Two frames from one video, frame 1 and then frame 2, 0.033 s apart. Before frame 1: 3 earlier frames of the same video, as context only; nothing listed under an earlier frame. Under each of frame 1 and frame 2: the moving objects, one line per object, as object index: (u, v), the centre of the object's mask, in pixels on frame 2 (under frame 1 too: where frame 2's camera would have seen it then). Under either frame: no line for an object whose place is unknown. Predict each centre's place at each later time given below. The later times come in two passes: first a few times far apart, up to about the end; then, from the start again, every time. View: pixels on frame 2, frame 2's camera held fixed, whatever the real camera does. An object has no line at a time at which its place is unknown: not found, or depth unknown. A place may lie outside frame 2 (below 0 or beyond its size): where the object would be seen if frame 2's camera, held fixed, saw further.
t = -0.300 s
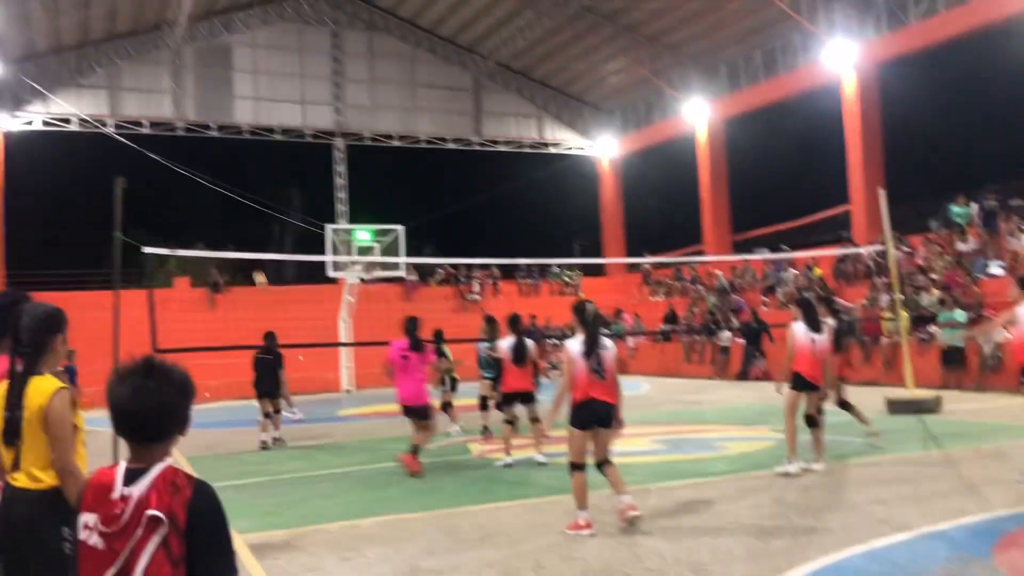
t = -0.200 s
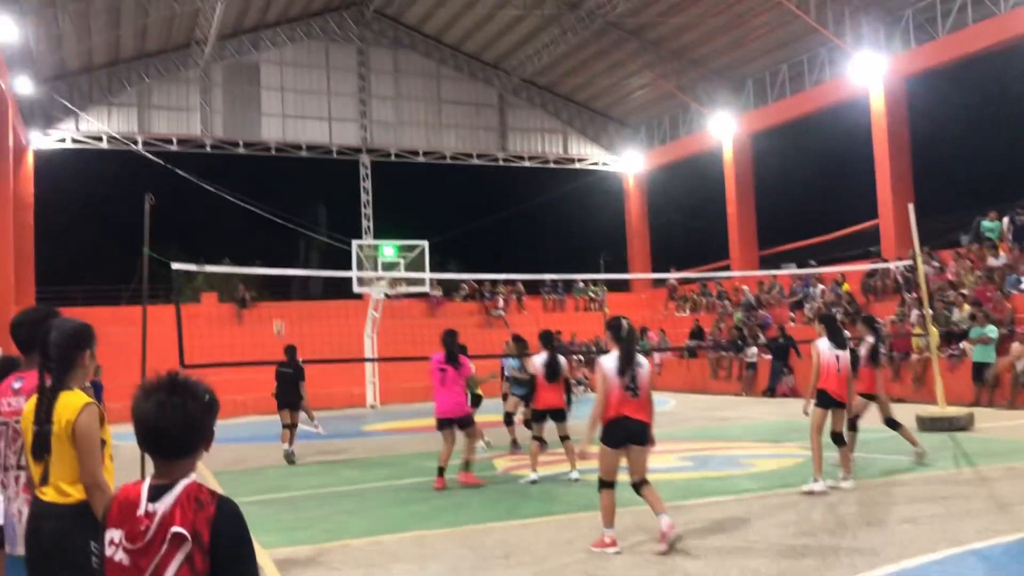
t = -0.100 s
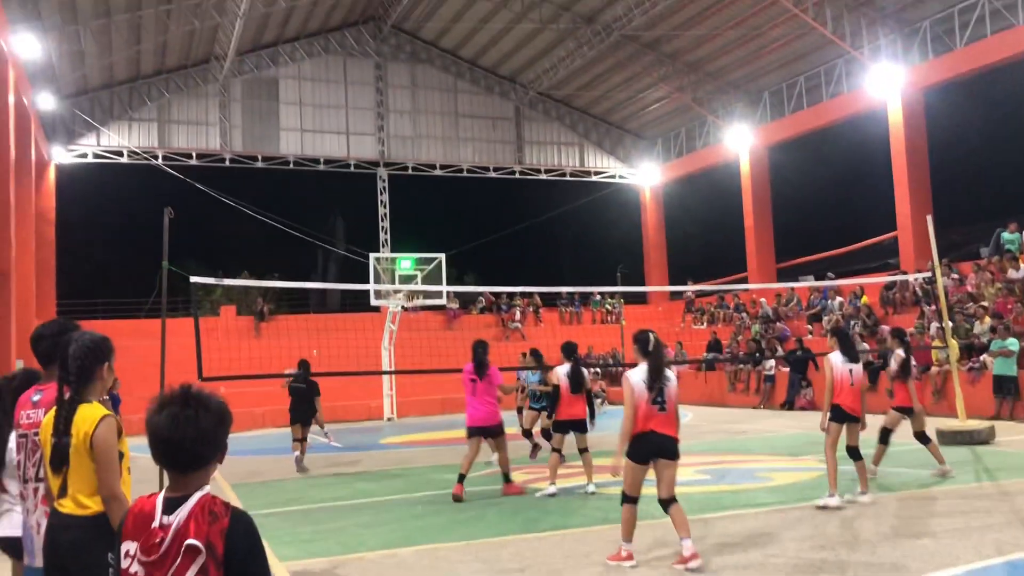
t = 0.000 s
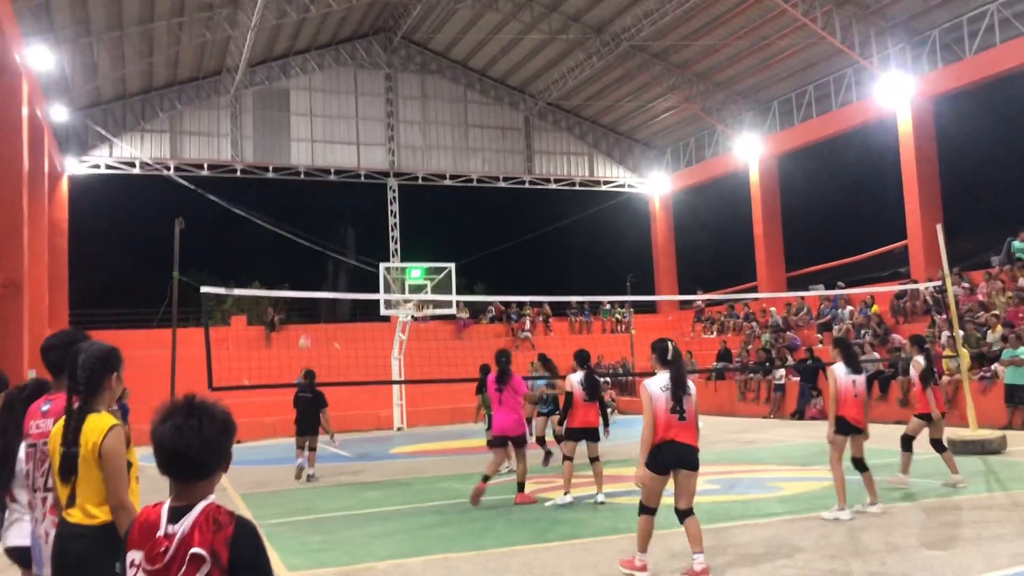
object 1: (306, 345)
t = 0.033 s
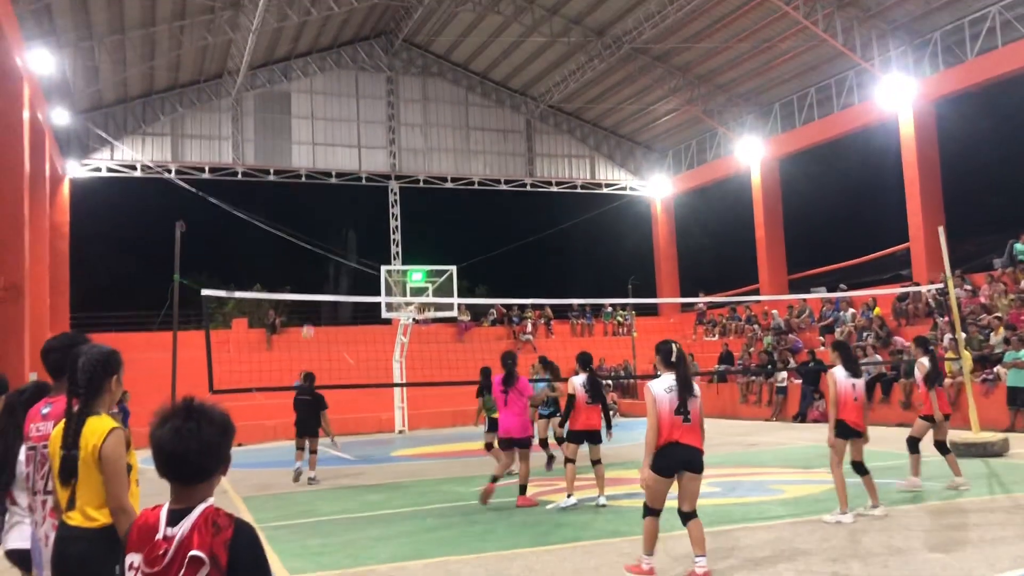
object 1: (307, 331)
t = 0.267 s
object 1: (320, 255)
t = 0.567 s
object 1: (336, 197)
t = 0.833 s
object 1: (351, 188)
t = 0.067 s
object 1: (309, 319)
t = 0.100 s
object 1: (310, 308)
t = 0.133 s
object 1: (313, 295)
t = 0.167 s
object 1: (314, 284)
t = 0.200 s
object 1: (316, 275)
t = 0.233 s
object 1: (317, 264)
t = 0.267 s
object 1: (320, 255)
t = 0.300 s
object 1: (321, 247)
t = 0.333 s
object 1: (323, 238)
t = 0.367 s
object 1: (325, 231)
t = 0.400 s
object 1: (327, 224)
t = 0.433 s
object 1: (329, 217)
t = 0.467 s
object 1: (330, 211)
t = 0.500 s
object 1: (332, 206)
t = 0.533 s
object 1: (334, 201)
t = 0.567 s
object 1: (336, 197)
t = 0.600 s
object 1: (337, 194)
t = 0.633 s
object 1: (339, 191)
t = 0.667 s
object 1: (341, 188)
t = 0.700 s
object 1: (343, 187)
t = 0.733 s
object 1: (345, 186)
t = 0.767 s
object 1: (347, 186)
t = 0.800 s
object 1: (349, 186)
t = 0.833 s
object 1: (351, 188)
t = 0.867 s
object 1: (353, 190)
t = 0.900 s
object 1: (355, 192)
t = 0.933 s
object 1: (357, 195)
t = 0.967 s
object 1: (360, 199)
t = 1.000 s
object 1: (362, 203)
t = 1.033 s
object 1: (364, 209)
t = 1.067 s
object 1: (366, 215)
